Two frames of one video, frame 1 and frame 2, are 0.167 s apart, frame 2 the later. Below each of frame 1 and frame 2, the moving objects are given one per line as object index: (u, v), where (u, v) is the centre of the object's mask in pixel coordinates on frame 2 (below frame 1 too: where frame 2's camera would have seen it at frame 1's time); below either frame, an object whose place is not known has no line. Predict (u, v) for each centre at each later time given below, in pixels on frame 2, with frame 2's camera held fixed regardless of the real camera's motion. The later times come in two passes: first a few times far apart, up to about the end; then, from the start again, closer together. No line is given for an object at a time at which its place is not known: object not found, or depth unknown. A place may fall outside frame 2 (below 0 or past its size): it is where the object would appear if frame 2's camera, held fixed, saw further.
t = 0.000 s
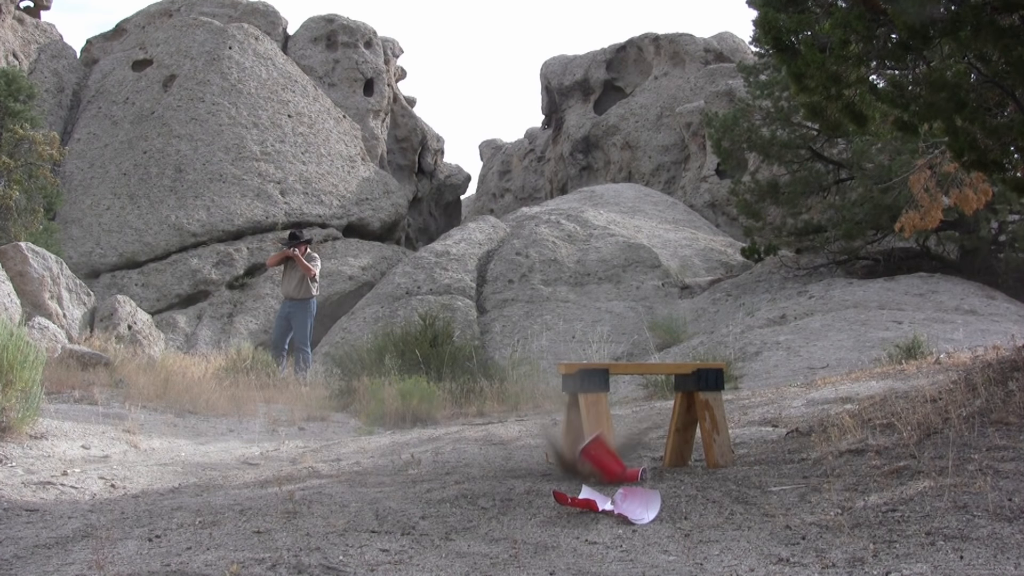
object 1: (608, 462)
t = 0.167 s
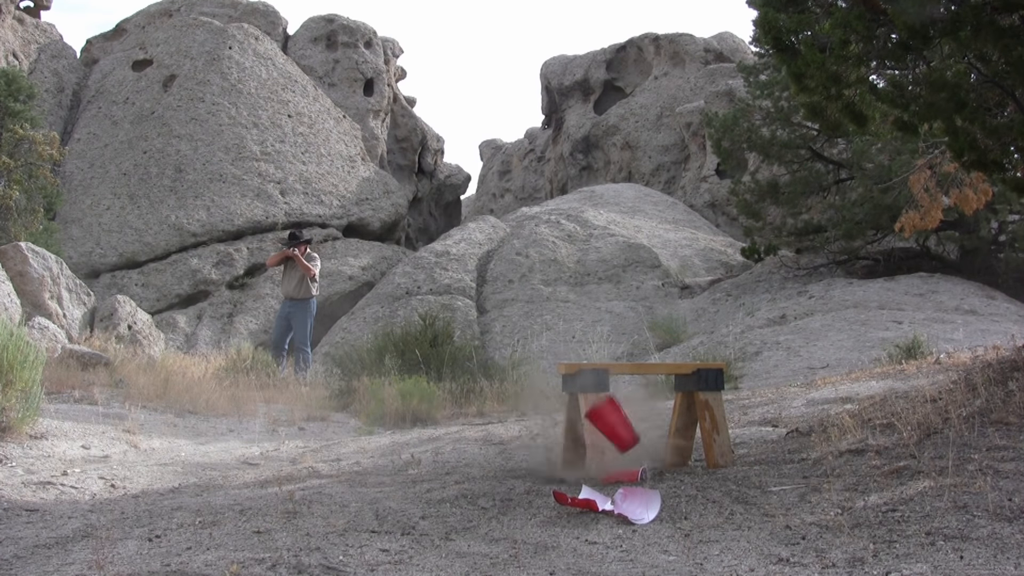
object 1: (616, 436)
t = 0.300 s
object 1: (626, 483)
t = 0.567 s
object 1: (579, 529)
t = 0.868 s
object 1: (585, 544)
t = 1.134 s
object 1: (671, 546)
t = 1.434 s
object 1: (725, 543)
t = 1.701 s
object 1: (733, 542)
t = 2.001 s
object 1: (720, 543)
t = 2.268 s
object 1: (707, 544)
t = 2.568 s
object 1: (697, 545)
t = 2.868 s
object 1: (698, 545)
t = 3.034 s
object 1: (698, 545)
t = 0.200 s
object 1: (616, 437)
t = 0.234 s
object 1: (618, 453)
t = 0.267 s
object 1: (624, 459)
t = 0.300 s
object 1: (626, 483)
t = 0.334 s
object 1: (628, 515)
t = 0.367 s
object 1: (624, 516)
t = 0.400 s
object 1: (619, 521)
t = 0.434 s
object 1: (612, 521)
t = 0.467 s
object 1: (603, 524)
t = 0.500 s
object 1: (595, 526)
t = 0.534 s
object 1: (586, 528)
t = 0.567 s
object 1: (579, 529)
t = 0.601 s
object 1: (573, 533)
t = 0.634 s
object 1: (569, 537)
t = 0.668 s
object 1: (565, 539)
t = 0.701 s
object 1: (565, 537)
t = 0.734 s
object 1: (565, 537)
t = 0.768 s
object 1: (567, 540)
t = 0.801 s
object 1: (571, 543)
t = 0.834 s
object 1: (578, 544)
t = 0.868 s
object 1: (585, 544)
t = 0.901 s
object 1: (594, 545)
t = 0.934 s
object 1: (603, 545)
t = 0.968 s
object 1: (614, 545)
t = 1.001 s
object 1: (625, 546)
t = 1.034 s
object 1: (637, 547)
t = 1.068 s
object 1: (650, 546)
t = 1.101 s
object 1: (661, 547)
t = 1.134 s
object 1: (671, 546)
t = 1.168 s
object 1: (681, 545)
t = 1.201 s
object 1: (690, 545)
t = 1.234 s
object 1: (698, 545)
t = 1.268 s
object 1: (705, 545)
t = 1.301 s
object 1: (710, 544)
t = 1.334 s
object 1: (715, 544)
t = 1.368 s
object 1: (719, 543)
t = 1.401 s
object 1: (722, 543)
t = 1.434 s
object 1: (725, 543)
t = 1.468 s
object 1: (728, 542)
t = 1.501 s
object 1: (730, 542)
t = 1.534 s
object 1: (732, 542)
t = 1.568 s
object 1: (733, 542)
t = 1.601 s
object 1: (734, 542)
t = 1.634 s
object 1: (734, 542)
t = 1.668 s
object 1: (734, 542)
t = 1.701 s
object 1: (733, 542)
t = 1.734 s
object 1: (732, 543)
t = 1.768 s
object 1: (730, 542)
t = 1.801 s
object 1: (729, 542)
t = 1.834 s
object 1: (727, 543)
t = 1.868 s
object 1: (725, 543)
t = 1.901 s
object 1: (724, 543)
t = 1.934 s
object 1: (723, 543)
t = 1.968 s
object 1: (722, 543)
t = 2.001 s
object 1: (720, 543)
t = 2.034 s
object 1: (719, 543)
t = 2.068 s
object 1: (718, 543)
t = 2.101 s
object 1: (717, 543)
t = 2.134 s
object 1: (715, 544)
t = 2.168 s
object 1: (713, 544)
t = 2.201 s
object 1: (711, 544)
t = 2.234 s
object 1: (709, 544)
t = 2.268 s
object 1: (707, 544)
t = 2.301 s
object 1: (705, 545)
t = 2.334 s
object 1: (703, 545)
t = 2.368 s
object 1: (701, 545)
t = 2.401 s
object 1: (700, 545)
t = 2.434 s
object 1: (699, 545)
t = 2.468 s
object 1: (698, 545)
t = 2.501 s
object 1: (697, 545)
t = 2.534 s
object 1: (697, 545)
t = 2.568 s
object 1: (697, 545)
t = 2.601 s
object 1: (698, 545)
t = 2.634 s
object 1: (698, 545)
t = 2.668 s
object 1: (699, 545)
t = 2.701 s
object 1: (699, 545)
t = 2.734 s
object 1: (698, 545)
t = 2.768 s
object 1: (698, 545)
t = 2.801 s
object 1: (698, 545)
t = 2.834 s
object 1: (698, 545)
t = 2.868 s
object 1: (698, 545)
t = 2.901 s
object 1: (698, 545)
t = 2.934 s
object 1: (698, 545)
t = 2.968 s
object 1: (698, 545)
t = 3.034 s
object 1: (698, 545)
